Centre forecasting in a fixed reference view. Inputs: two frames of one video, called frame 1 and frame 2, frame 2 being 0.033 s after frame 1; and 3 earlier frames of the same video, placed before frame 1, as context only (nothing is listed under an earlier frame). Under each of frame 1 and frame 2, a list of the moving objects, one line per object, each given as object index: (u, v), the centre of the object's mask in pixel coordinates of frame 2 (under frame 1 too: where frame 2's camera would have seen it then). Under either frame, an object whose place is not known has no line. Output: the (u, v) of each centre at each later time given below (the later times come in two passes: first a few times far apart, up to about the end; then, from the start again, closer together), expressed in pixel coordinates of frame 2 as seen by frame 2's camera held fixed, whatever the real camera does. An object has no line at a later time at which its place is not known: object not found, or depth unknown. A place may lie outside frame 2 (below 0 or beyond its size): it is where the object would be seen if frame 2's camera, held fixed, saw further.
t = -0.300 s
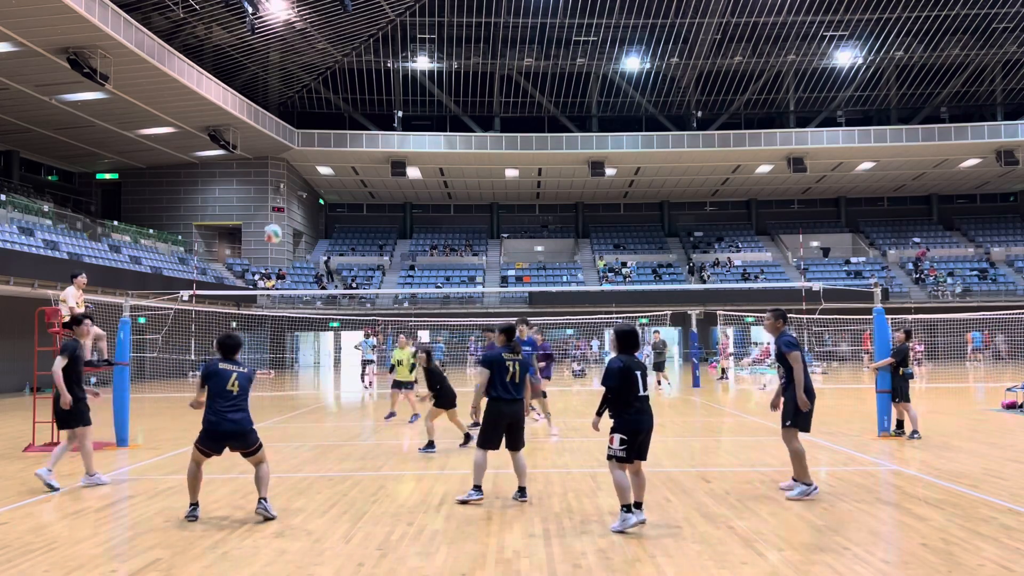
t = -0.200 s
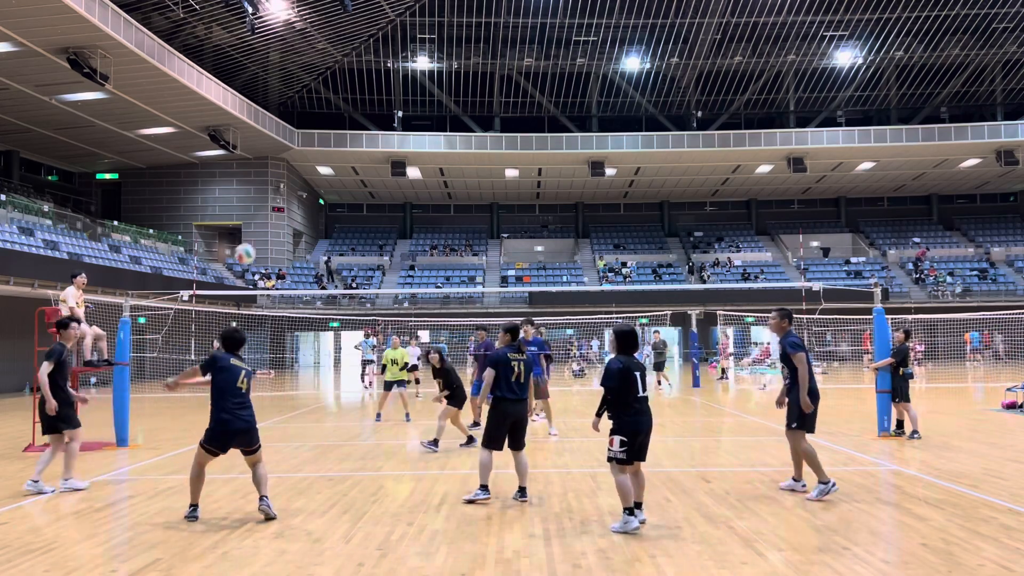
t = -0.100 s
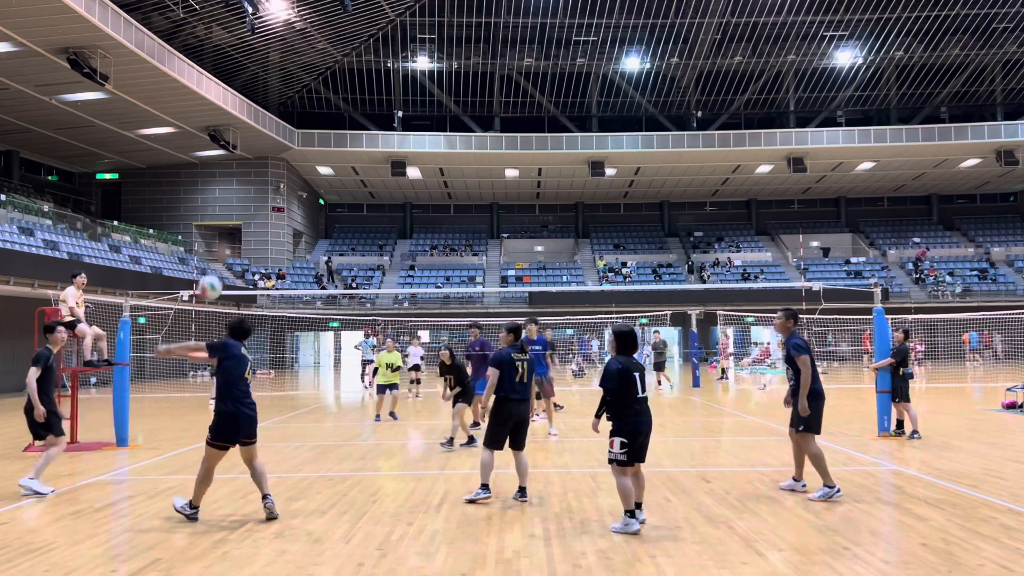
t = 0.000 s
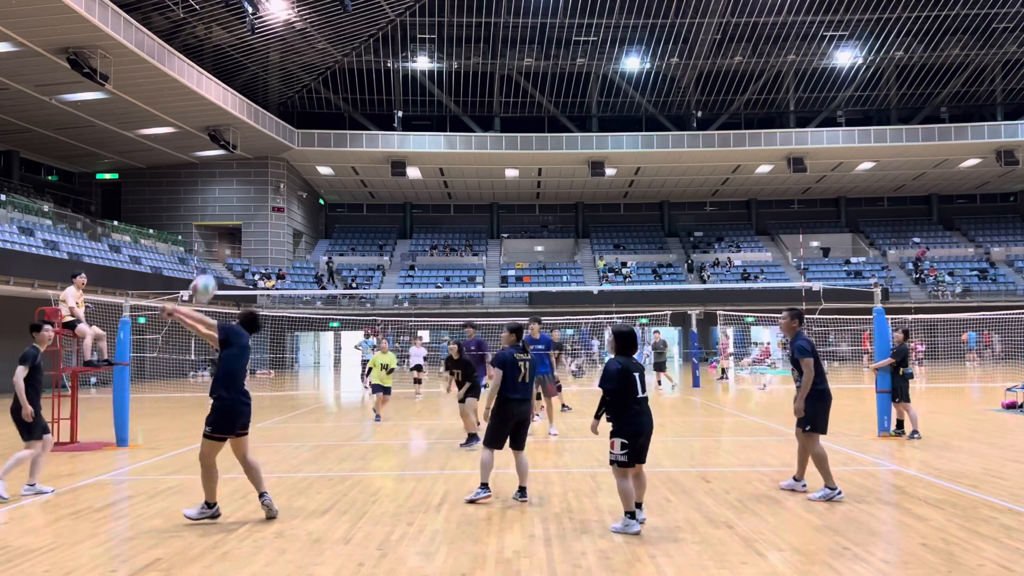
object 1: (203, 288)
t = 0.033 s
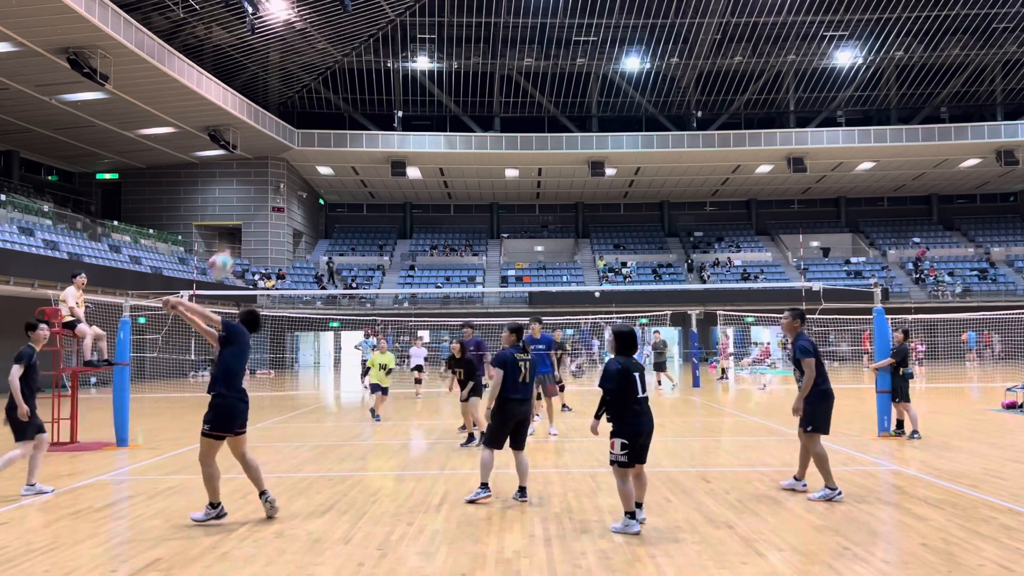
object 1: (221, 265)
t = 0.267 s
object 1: (318, 165)
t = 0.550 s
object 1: (404, 133)
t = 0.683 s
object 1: (435, 144)
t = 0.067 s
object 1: (235, 246)
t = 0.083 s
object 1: (244, 236)
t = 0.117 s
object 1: (259, 219)
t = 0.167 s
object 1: (280, 197)
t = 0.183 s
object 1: (286, 192)
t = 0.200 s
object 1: (293, 185)
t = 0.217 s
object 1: (300, 179)
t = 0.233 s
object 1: (306, 174)
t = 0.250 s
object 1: (312, 169)
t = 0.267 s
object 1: (318, 165)
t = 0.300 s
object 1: (330, 156)
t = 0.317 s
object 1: (335, 153)
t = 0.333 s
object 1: (340, 149)
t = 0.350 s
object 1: (346, 146)
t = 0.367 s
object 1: (351, 144)
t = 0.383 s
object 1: (357, 141)
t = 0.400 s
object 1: (362, 139)
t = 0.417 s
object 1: (366, 138)
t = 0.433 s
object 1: (372, 136)
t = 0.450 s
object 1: (376, 135)
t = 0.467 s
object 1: (381, 134)
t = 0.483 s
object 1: (386, 133)
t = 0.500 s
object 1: (390, 133)
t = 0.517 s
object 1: (395, 132)
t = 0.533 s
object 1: (400, 132)
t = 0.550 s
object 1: (404, 133)
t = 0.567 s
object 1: (409, 134)
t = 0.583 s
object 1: (412, 134)
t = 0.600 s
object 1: (417, 135)
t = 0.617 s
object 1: (421, 136)
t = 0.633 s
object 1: (425, 137)
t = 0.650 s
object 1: (428, 141)
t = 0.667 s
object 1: (432, 143)
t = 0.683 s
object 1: (435, 144)
